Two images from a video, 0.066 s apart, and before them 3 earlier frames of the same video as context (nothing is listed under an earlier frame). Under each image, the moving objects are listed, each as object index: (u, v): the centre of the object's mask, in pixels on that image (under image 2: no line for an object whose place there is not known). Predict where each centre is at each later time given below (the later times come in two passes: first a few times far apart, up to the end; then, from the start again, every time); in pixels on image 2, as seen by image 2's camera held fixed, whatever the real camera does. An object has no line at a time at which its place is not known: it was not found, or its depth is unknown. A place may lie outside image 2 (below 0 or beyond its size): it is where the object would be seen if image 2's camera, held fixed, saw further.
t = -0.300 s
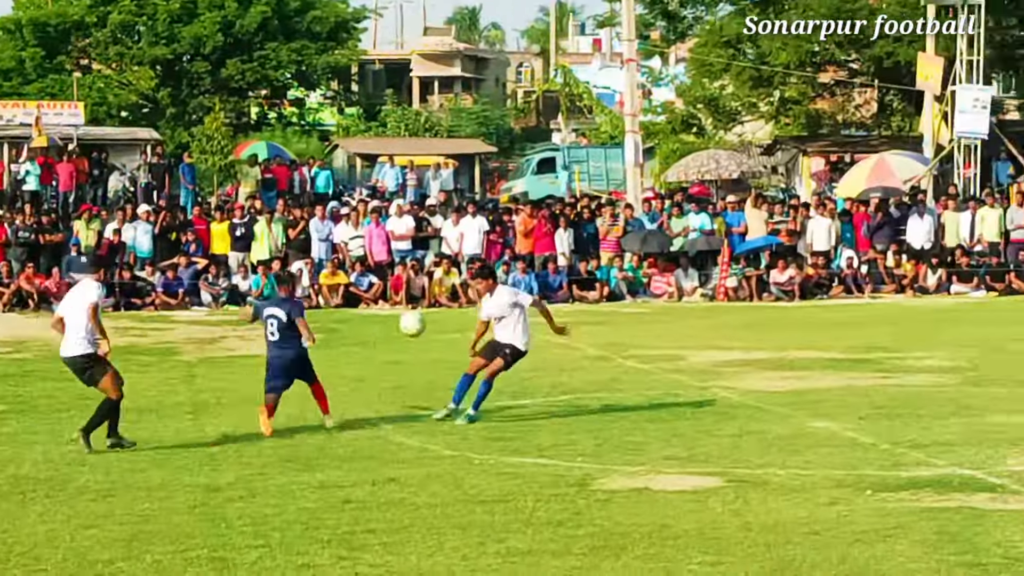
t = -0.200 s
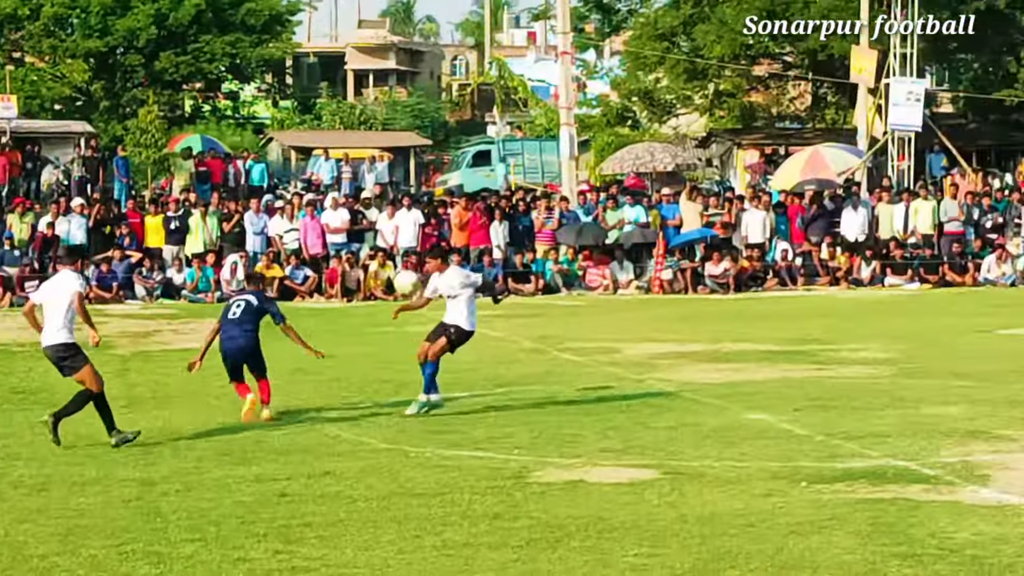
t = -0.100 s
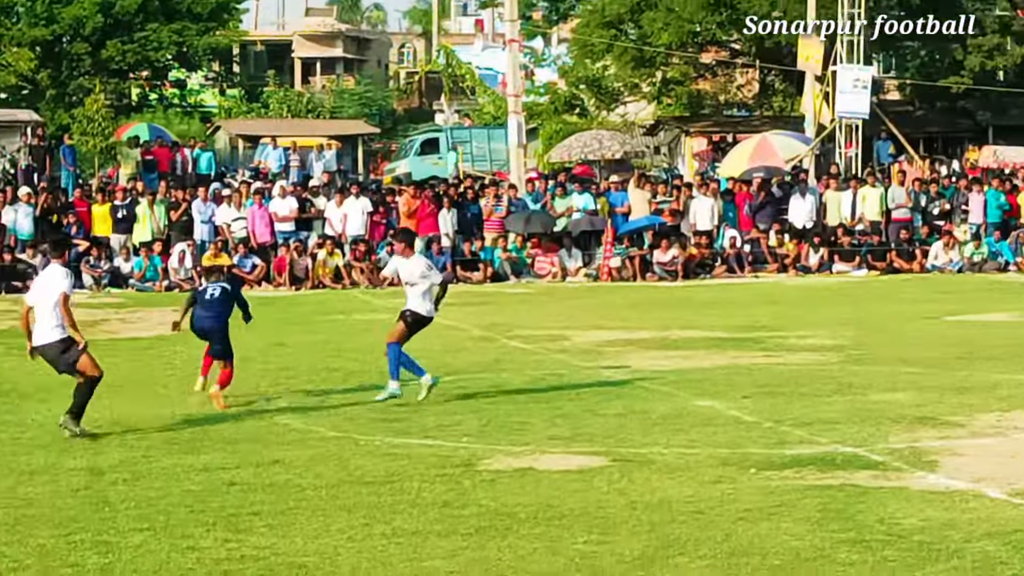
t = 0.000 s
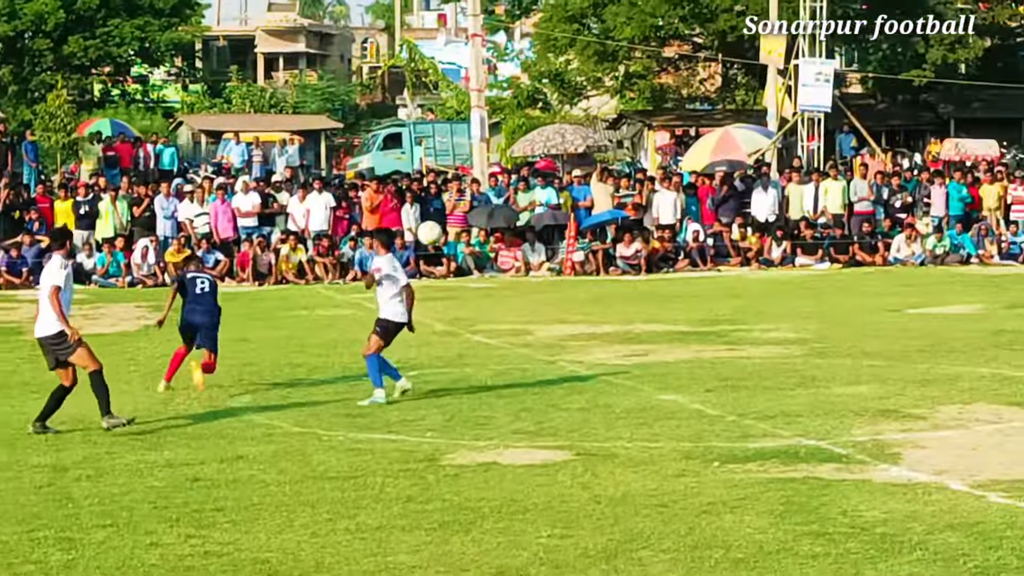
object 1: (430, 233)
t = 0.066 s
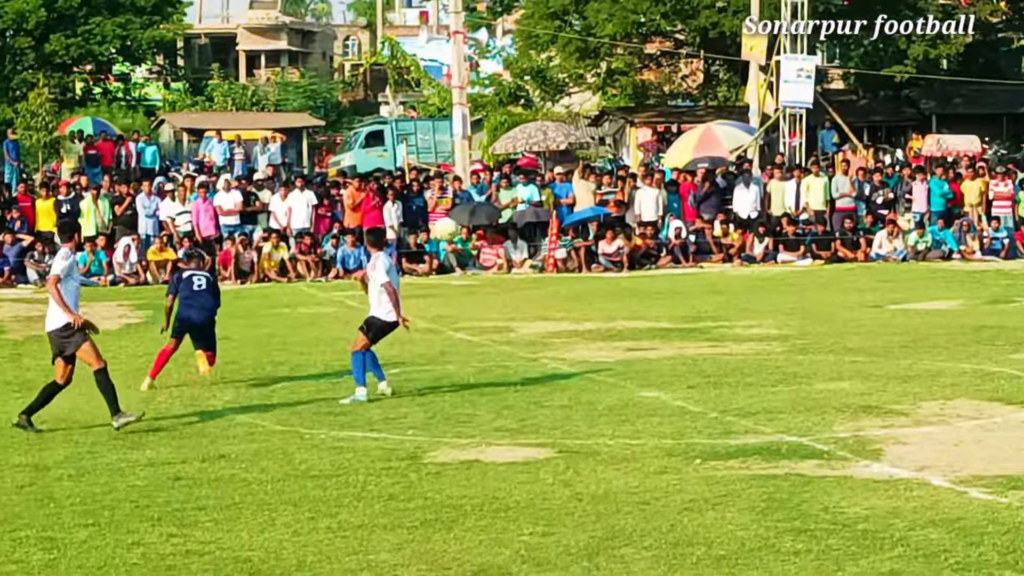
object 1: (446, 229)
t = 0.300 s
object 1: (559, 260)
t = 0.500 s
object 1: (651, 321)
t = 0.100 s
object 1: (464, 231)
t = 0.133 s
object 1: (480, 233)
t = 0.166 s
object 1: (496, 236)
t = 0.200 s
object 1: (512, 239)
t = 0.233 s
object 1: (528, 247)
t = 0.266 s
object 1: (544, 251)
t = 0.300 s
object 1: (559, 260)
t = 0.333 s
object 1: (574, 267)
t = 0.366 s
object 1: (591, 276)
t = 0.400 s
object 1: (606, 287)
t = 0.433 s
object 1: (620, 297)
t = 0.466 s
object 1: (636, 309)
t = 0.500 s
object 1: (651, 321)
